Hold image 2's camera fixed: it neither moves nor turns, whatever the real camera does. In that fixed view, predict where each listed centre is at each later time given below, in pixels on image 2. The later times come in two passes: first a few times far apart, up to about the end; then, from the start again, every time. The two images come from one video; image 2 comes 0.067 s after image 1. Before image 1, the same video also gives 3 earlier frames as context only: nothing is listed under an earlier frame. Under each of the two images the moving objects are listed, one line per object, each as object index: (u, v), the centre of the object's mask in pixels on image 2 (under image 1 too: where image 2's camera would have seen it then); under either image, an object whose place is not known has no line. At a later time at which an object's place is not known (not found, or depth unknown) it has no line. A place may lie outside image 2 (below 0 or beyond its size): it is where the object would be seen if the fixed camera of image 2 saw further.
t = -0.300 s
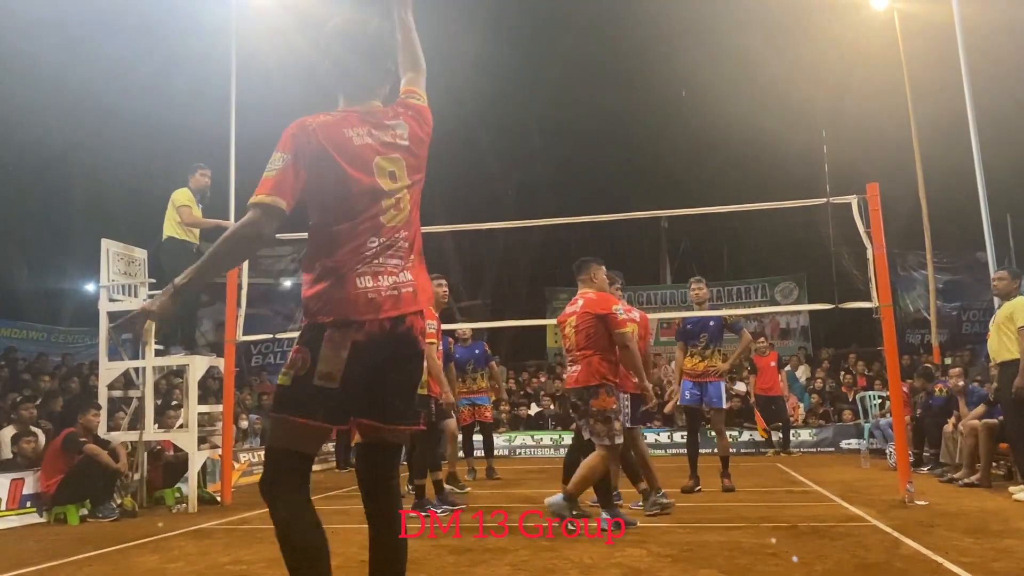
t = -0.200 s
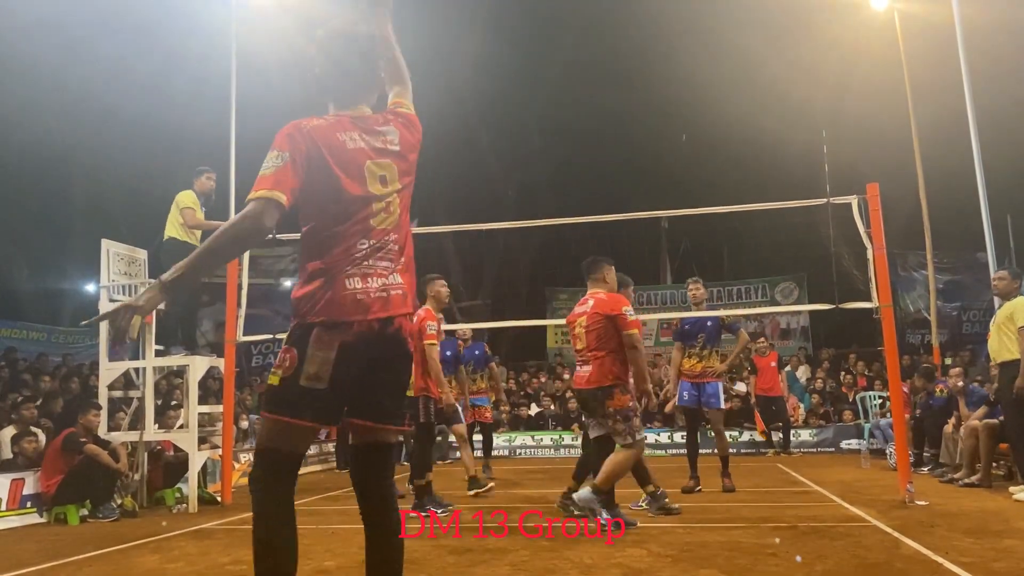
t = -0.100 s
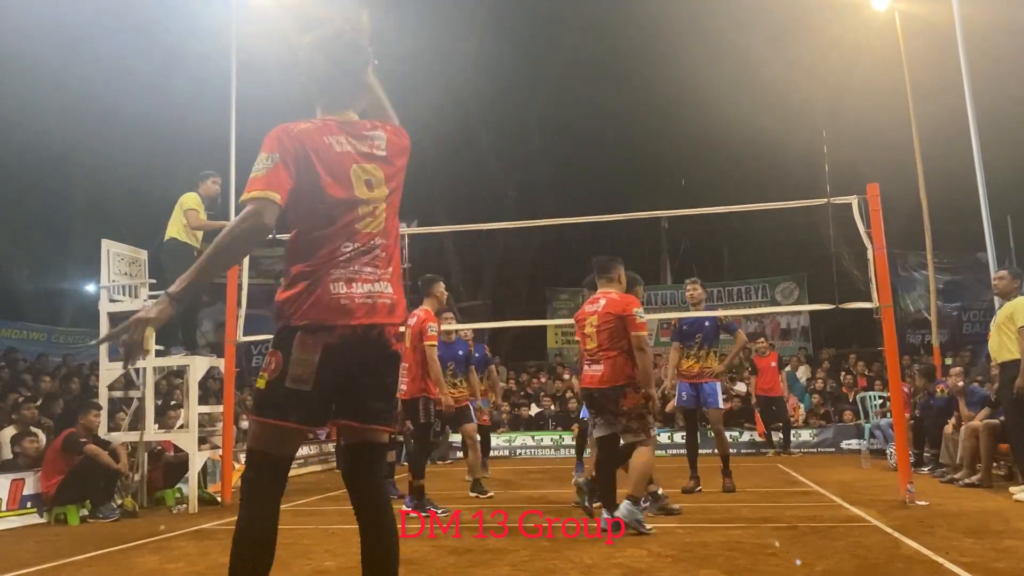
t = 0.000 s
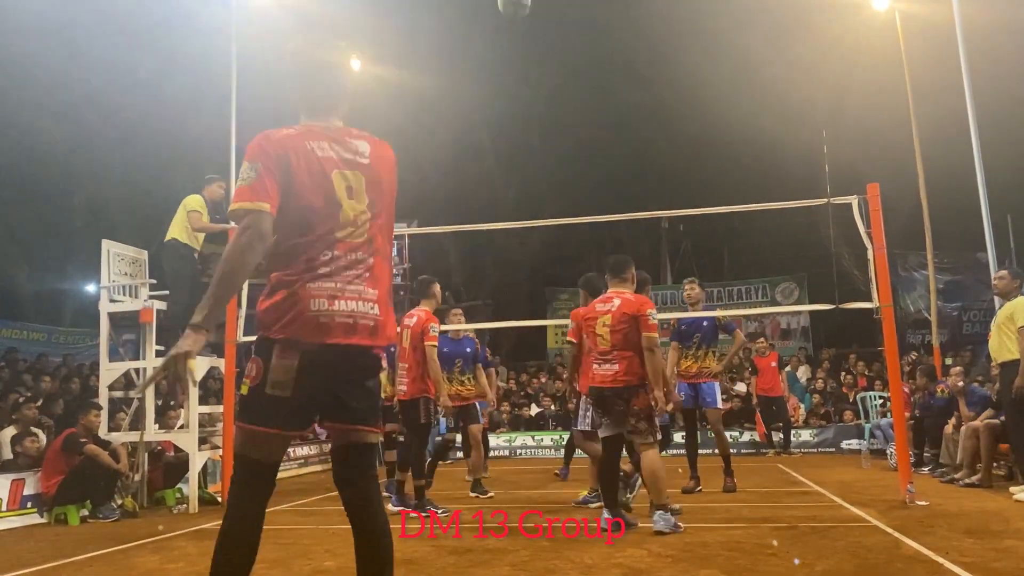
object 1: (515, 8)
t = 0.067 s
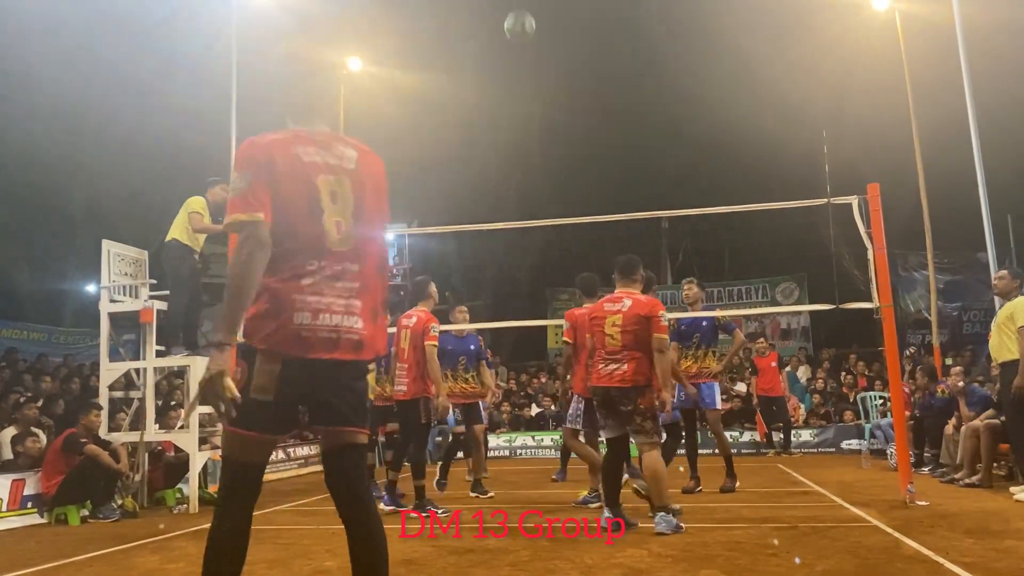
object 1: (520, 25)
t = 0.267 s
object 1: (537, 118)
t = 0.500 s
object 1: (557, 250)
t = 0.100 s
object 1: (523, 40)
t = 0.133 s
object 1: (526, 55)
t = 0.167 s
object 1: (528, 70)
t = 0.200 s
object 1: (531, 87)
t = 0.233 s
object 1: (534, 102)
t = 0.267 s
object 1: (537, 118)
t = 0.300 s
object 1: (540, 137)
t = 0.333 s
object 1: (542, 153)
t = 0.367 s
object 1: (545, 173)
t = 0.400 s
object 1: (548, 193)
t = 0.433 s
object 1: (550, 209)
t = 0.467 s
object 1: (554, 233)
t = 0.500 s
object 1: (557, 250)
